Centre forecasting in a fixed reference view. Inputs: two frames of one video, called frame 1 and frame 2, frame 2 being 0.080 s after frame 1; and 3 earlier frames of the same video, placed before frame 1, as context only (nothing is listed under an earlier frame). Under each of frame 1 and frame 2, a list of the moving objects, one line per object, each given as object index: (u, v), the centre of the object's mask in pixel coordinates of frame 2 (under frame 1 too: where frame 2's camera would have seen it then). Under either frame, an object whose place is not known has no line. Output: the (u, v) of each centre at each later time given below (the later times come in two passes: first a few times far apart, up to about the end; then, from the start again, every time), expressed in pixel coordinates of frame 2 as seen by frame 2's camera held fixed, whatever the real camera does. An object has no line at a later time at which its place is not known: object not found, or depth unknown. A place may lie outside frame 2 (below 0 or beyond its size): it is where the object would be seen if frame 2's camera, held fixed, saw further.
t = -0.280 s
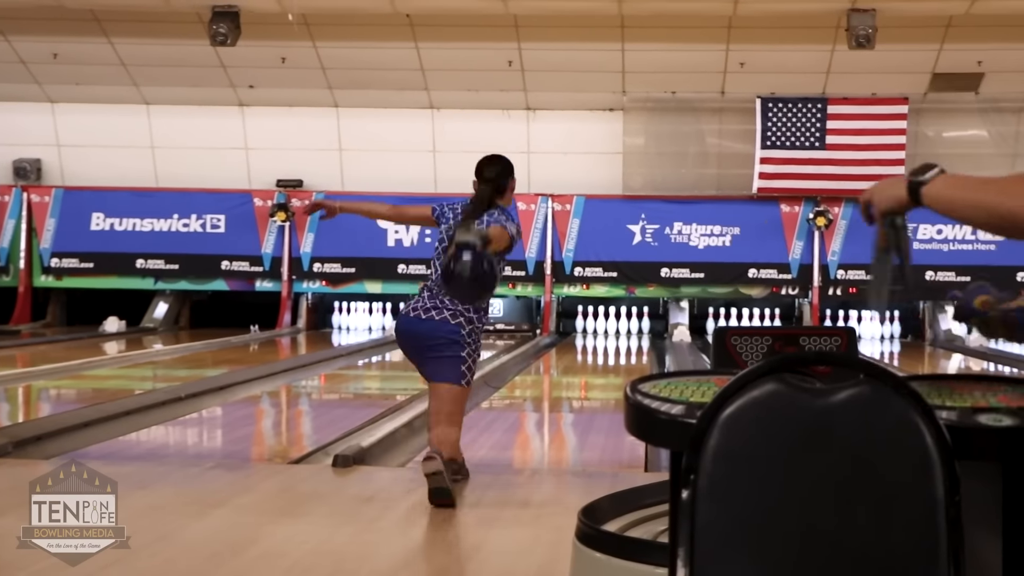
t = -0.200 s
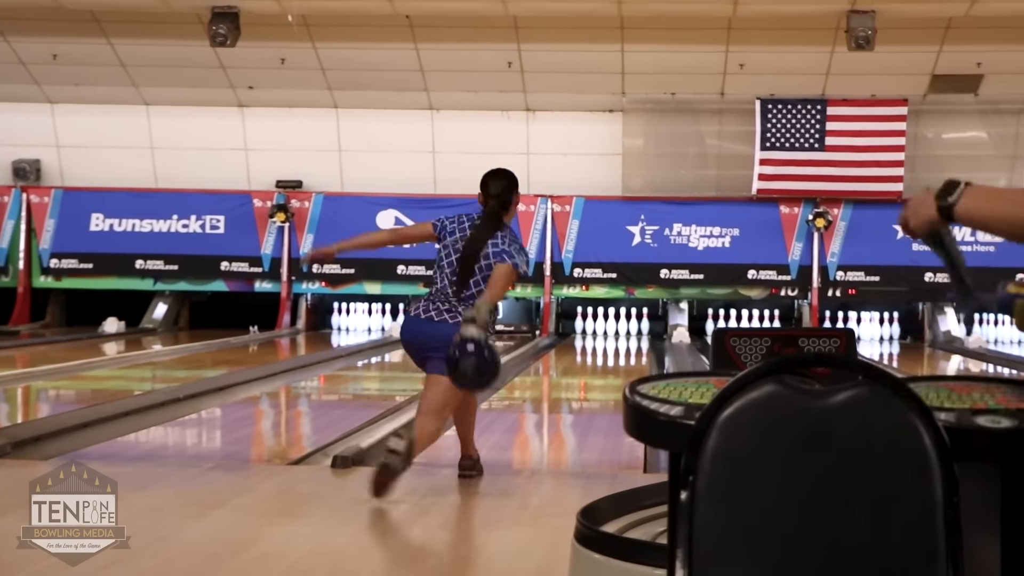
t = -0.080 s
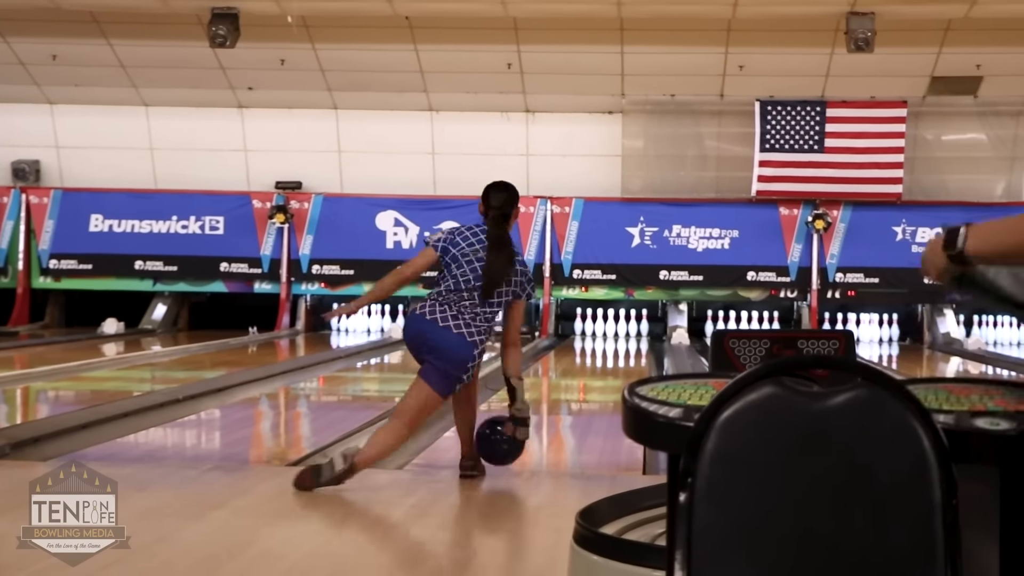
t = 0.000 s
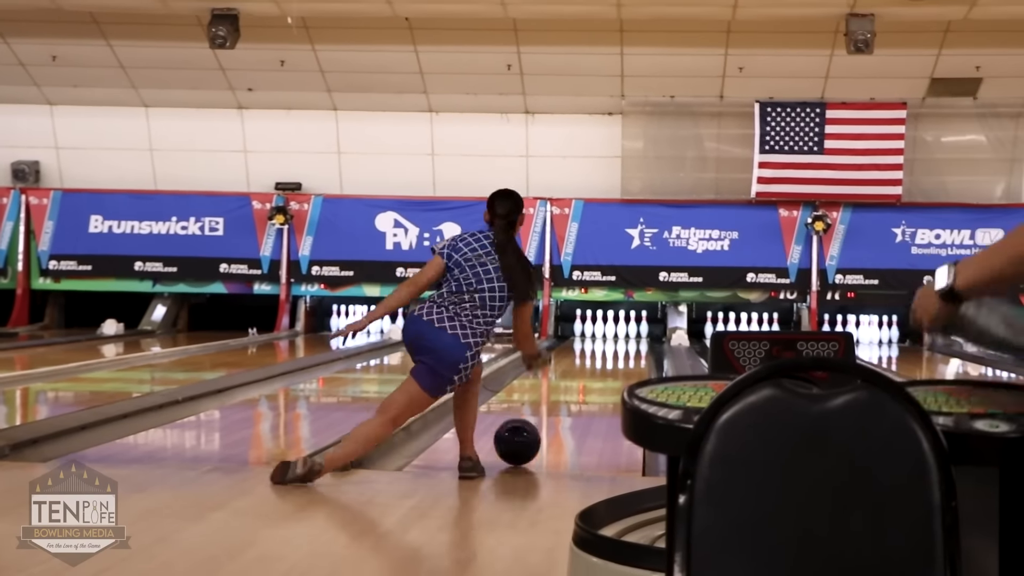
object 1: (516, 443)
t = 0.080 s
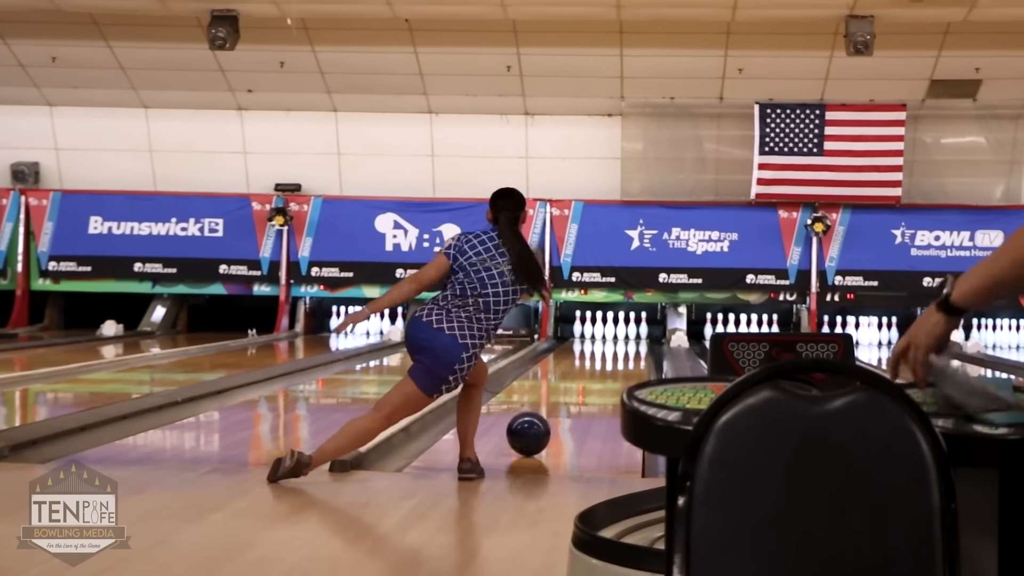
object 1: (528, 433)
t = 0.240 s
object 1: (552, 414)
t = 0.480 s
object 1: (577, 394)
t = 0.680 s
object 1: (593, 381)
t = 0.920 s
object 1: (607, 369)
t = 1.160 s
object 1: (617, 360)
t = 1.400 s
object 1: (624, 352)
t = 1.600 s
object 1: (628, 347)
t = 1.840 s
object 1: (629, 342)
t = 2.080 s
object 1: (626, 337)
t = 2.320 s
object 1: (618, 333)
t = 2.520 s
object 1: (617, 331)
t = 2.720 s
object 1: (624, 330)
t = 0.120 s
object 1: (536, 427)
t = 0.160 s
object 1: (541, 423)
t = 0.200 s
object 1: (546, 419)
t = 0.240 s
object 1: (552, 414)
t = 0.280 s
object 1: (556, 411)
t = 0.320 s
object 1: (562, 406)
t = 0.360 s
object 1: (566, 403)
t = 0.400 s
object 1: (569, 400)
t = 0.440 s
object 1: (574, 396)
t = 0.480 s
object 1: (577, 394)
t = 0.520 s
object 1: (582, 390)
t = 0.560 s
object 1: (584, 388)
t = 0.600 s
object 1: (587, 386)
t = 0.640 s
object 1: (591, 383)
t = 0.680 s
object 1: (593, 381)
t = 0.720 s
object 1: (596, 379)
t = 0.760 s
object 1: (598, 377)
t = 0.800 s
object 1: (600, 375)
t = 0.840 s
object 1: (603, 372)
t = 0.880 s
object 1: (605, 371)
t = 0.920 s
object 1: (607, 369)
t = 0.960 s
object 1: (609, 367)
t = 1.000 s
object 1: (611, 366)
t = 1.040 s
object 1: (613, 364)
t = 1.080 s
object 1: (614, 362)
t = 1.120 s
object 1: (616, 361)
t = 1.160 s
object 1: (617, 360)
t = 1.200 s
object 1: (618, 358)
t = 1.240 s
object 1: (620, 357)
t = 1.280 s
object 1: (621, 356)
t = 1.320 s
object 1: (623, 354)
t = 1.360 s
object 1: (623, 353)
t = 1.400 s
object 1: (624, 352)
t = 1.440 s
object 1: (625, 351)
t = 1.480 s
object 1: (626, 350)
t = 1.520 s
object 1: (627, 349)
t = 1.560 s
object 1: (628, 348)
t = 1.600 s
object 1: (628, 347)
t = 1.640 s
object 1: (628, 346)
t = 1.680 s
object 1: (629, 345)
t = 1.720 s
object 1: (629, 344)
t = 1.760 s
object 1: (629, 343)
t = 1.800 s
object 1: (629, 343)
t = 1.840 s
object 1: (629, 342)
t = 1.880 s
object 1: (629, 341)
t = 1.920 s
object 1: (629, 340)
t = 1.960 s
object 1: (629, 339)
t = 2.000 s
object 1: (628, 339)
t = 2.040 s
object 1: (627, 338)
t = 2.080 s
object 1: (626, 337)
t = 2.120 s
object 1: (625, 337)
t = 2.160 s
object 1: (624, 336)
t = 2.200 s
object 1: (623, 335)
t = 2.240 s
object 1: (621, 335)
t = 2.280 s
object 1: (620, 335)
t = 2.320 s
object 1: (618, 333)
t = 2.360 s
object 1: (617, 333)
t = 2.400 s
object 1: (616, 333)
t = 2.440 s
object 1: (617, 332)
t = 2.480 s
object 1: (617, 332)
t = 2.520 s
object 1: (617, 331)
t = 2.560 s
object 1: (617, 332)
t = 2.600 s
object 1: (620, 331)
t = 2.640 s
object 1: (622, 330)
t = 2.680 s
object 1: (623, 330)
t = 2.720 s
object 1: (624, 330)
